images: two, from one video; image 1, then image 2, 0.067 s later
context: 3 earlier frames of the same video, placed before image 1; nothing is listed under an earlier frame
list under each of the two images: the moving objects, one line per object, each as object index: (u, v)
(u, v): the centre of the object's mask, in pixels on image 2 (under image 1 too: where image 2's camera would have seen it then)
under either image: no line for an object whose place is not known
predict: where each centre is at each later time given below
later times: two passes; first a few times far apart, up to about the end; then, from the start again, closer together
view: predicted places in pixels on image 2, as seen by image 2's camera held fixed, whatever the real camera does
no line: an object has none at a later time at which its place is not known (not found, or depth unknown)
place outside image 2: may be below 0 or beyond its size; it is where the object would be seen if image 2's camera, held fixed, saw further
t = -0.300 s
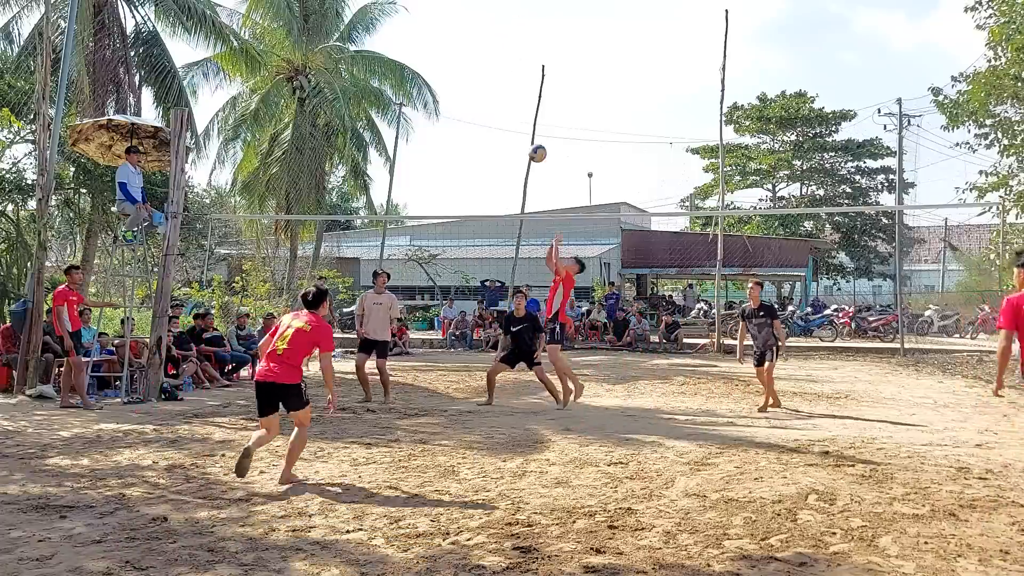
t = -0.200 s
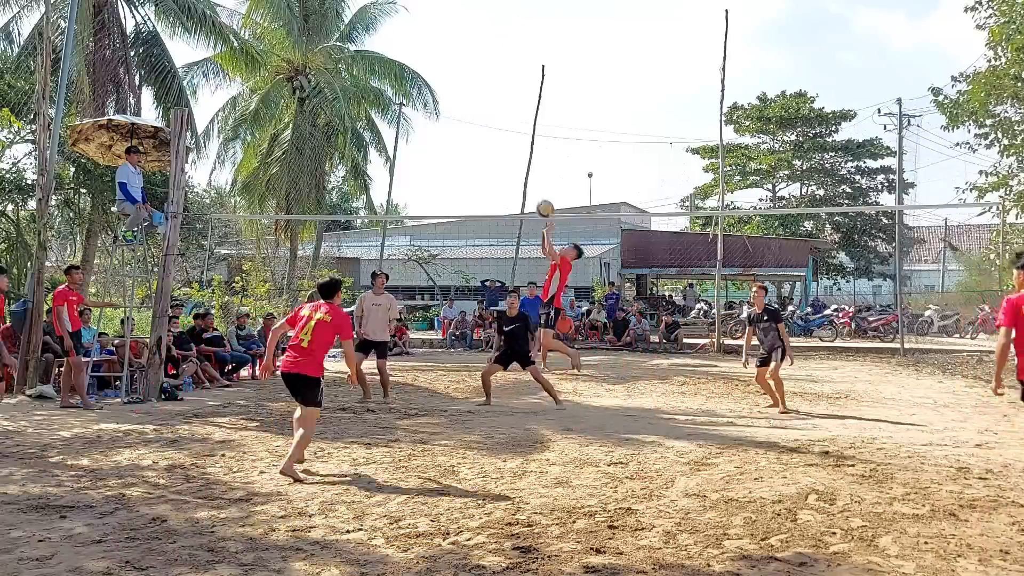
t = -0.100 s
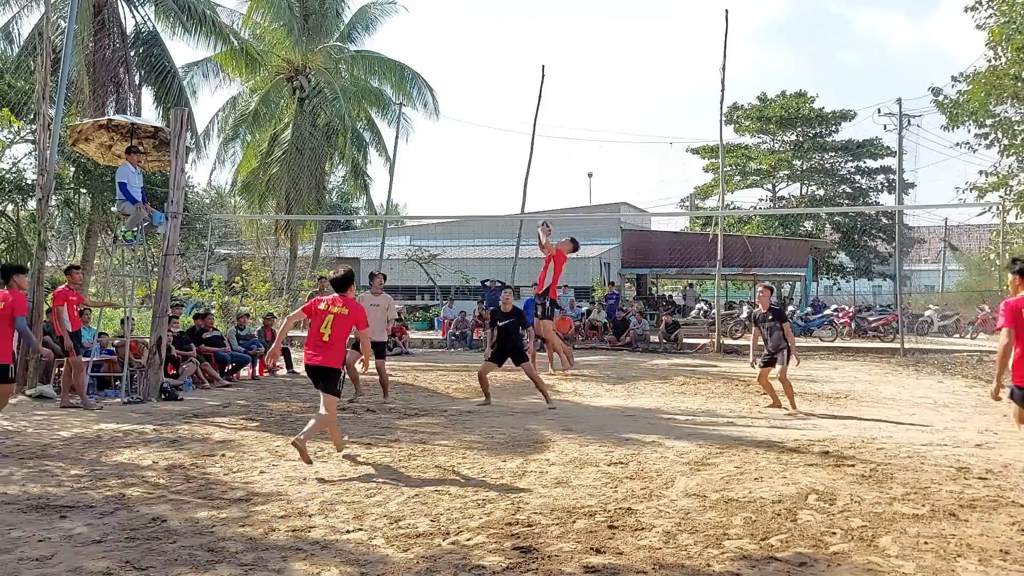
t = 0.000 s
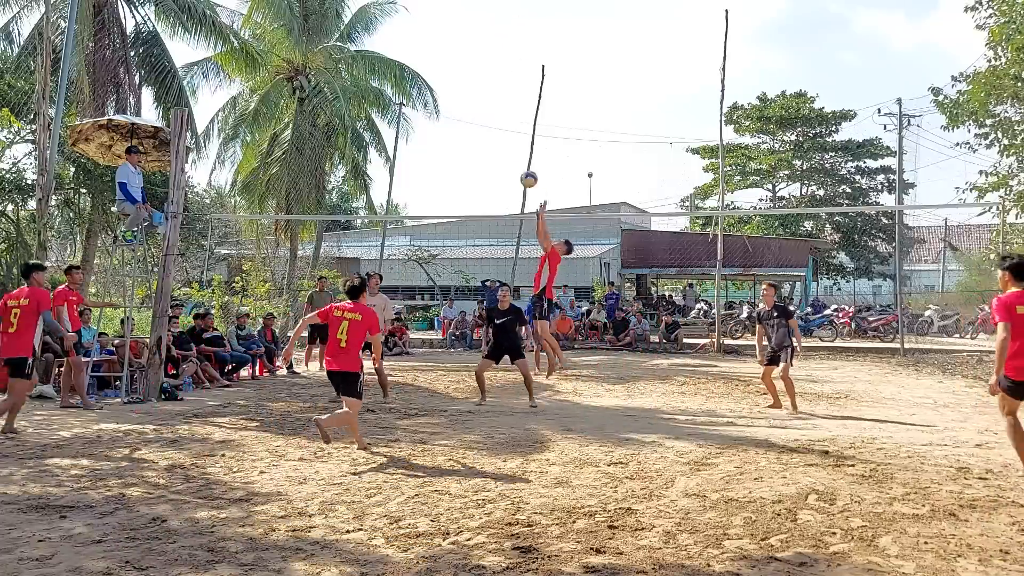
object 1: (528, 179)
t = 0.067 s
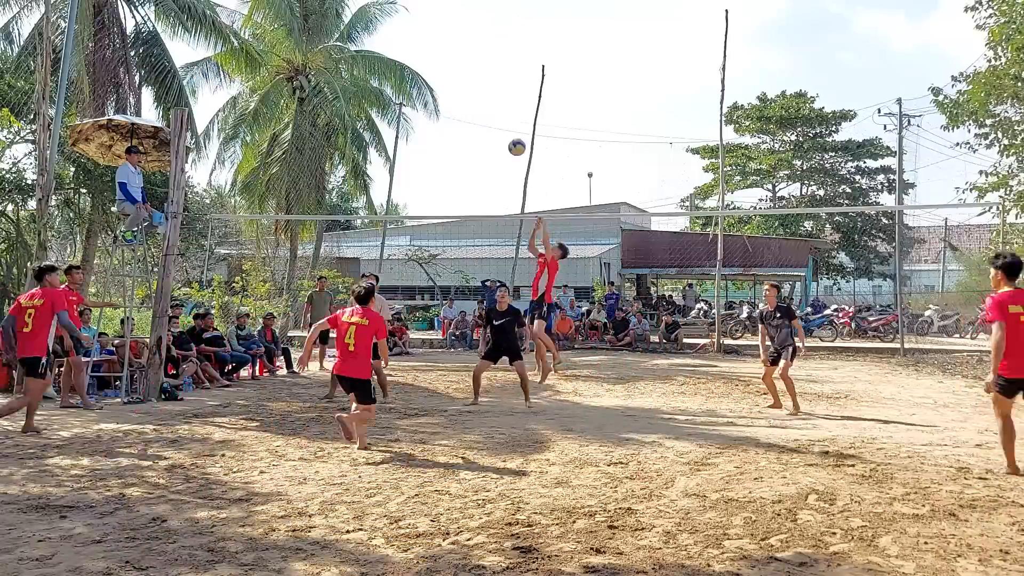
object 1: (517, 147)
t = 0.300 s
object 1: (476, 66)
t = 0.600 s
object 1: (424, 30)
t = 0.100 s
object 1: (511, 133)
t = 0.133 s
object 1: (505, 119)
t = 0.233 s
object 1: (487, 84)
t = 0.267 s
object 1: (482, 75)
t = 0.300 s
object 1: (476, 66)
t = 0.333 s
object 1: (470, 59)
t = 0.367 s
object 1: (464, 52)
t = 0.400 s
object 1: (459, 46)
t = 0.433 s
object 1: (453, 41)
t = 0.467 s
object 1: (447, 37)
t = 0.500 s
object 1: (441, 34)
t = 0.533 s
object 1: (435, 32)
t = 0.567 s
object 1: (430, 31)
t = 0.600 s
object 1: (424, 30)
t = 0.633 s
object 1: (418, 31)
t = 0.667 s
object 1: (412, 32)
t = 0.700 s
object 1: (406, 35)
